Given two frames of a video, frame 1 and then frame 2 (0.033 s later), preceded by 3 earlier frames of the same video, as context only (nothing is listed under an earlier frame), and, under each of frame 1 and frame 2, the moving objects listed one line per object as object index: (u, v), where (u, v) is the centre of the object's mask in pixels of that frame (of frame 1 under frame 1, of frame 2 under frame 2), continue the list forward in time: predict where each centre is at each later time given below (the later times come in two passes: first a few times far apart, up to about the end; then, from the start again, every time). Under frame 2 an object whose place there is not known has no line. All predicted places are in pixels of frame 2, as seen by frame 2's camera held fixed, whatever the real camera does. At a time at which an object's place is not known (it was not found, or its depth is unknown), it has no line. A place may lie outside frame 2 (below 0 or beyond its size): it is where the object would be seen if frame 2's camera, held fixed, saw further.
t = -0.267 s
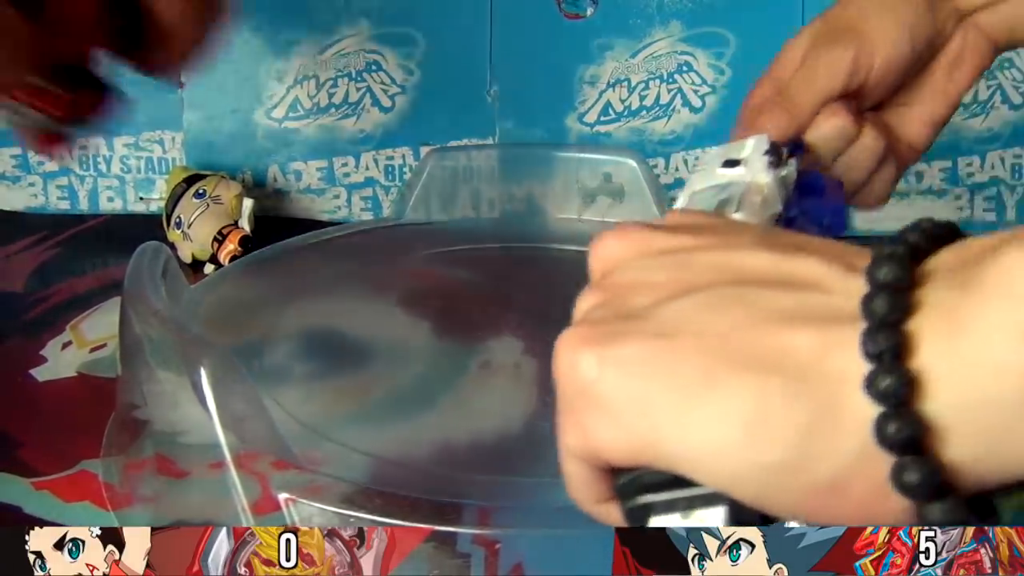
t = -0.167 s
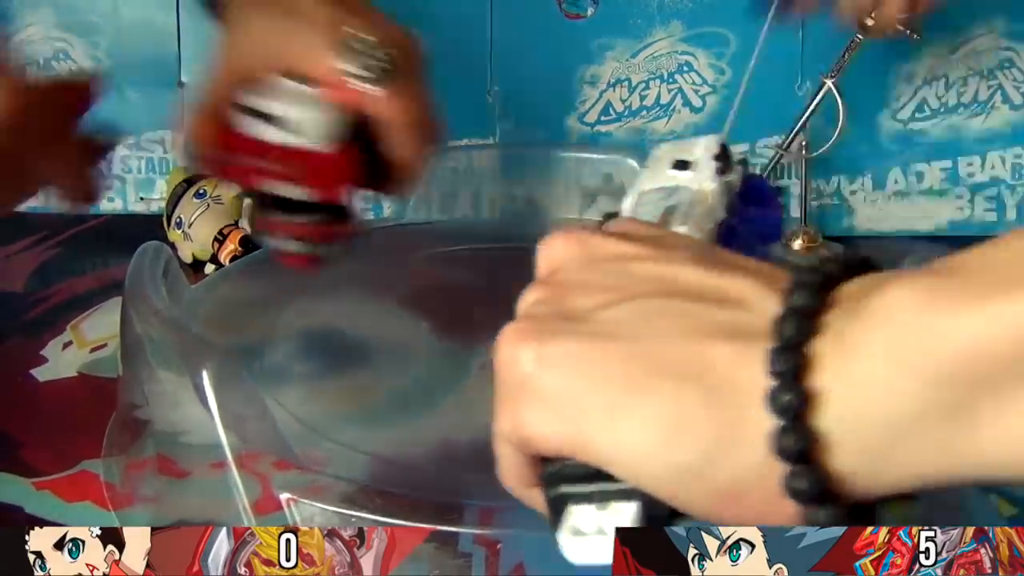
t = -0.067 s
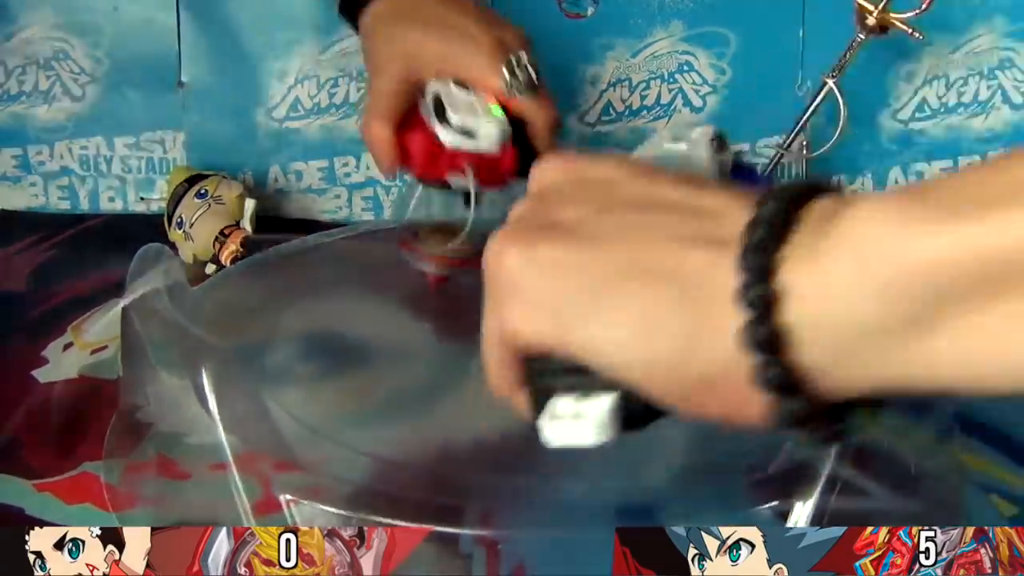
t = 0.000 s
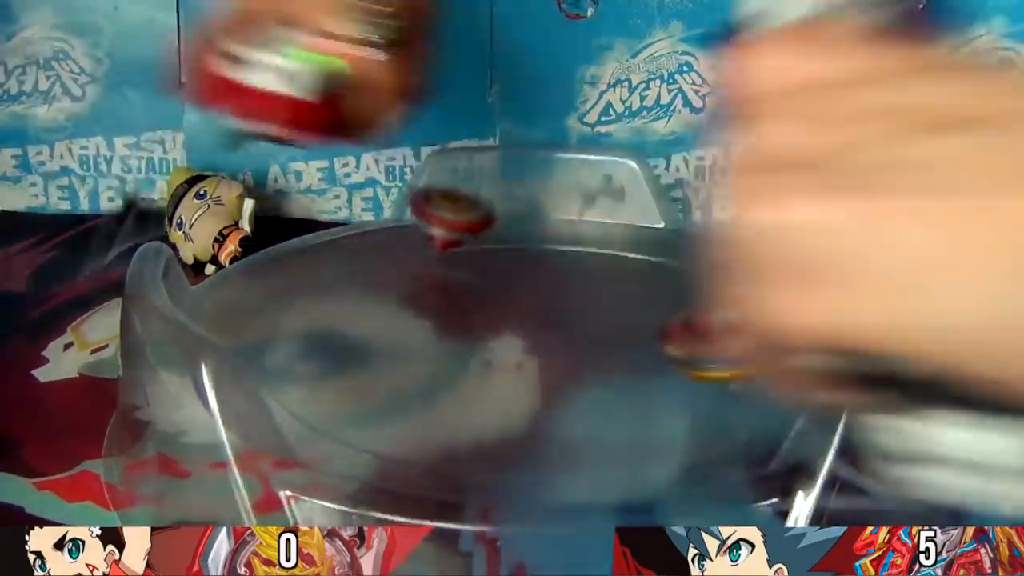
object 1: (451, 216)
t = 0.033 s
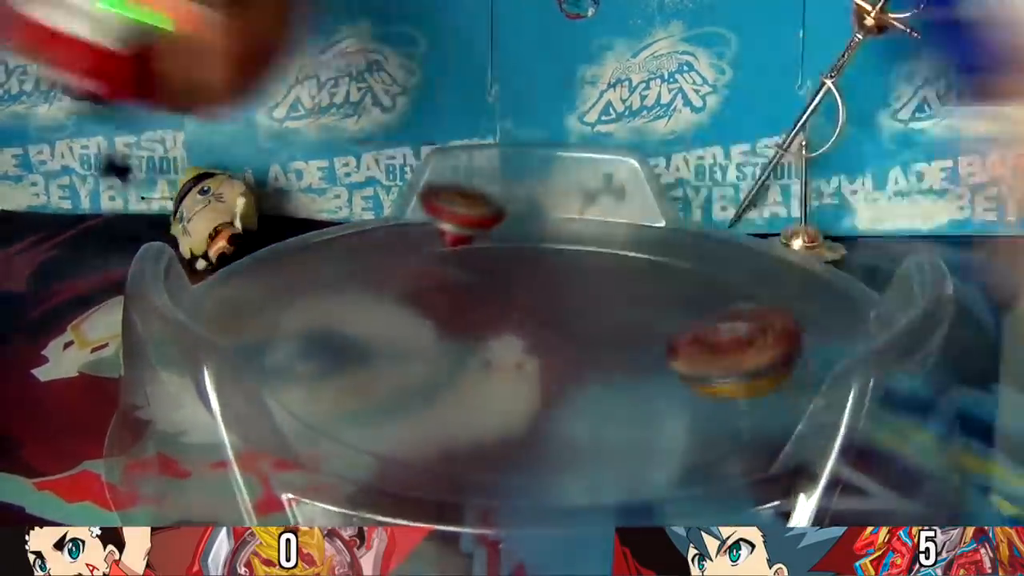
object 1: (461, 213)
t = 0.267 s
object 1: (494, 239)
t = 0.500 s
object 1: (511, 287)
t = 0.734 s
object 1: (550, 266)
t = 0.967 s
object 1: (562, 288)
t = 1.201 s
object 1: (565, 316)
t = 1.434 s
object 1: (637, 272)
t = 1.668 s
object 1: (589, 295)
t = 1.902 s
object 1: (543, 315)
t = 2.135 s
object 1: (597, 285)
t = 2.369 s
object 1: (557, 289)
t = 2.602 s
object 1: (591, 267)
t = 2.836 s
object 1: (695, 204)
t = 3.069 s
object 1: (676, 225)
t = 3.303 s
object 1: (784, 265)
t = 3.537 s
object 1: (774, 267)
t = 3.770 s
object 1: (623, 309)
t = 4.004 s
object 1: (624, 307)
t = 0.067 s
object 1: (469, 214)
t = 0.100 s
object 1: (477, 215)
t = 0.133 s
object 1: (482, 218)
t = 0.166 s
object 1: (487, 222)
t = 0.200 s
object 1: (490, 228)
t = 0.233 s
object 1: (493, 233)
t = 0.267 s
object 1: (494, 239)
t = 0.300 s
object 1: (495, 246)
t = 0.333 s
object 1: (498, 255)
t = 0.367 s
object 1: (500, 262)
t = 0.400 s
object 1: (502, 270)
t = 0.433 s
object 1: (505, 276)
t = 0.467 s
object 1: (508, 282)
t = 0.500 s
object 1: (511, 287)
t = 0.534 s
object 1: (515, 290)
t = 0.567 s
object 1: (519, 288)
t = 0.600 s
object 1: (530, 279)
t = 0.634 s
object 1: (537, 272)
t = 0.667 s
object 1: (544, 268)
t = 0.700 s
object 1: (548, 266)
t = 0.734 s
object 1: (550, 266)
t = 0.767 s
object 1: (553, 268)
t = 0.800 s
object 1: (555, 271)
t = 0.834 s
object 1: (557, 273)
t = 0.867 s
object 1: (559, 277)
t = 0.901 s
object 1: (561, 280)
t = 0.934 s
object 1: (561, 284)
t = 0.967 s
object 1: (562, 288)
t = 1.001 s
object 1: (562, 292)
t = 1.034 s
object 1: (562, 296)
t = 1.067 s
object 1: (563, 299)
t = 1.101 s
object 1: (563, 304)
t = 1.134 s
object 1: (564, 307)
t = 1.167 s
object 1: (564, 311)
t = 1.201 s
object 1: (565, 316)
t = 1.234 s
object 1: (569, 318)
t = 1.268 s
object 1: (582, 315)
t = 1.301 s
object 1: (601, 301)
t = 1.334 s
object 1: (618, 290)
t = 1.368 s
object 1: (629, 280)
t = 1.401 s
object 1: (636, 274)
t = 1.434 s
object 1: (637, 272)
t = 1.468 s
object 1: (635, 273)
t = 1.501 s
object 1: (630, 276)
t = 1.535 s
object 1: (623, 279)
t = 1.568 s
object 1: (616, 283)
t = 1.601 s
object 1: (607, 287)
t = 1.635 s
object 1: (598, 291)
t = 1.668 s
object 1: (589, 295)
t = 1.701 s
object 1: (582, 299)
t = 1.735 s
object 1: (573, 302)
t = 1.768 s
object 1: (566, 306)
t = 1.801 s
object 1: (559, 310)
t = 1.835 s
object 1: (552, 311)
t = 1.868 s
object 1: (546, 314)
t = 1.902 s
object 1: (543, 315)
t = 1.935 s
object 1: (566, 306)
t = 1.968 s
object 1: (585, 298)
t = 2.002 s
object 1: (599, 293)
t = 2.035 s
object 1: (606, 286)
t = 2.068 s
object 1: (606, 285)
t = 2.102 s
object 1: (603, 284)
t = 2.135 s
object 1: (597, 285)
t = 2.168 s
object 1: (592, 286)
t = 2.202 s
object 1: (586, 286)
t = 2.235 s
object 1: (579, 287)
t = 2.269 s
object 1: (573, 288)
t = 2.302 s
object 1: (567, 288)
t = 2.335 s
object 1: (562, 288)
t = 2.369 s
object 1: (557, 289)
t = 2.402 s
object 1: (551, 289)
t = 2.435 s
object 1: (547, 290)
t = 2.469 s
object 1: (543, 291)
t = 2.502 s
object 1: (539, 291)
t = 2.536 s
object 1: (536, 291)
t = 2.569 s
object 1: (551, 286)
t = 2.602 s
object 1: (591, 267)
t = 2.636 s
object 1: (627, 250)
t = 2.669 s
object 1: (652, 234)
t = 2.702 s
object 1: (666, 223)
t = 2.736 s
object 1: (676, 220)
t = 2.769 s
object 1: (683, 213)
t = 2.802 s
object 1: (689, 208)
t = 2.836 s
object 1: (695, 204)
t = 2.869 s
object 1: (696, 202)
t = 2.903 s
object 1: (692, 206)
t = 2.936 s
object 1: (688, 208)
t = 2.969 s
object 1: (686, 211)
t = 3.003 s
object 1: (683, 215)
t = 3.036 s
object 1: (681, 220)
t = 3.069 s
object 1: (676, 225)
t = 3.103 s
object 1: (672, 229)
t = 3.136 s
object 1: (666, 238)
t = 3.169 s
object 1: (658, 244)
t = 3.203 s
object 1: (652, 251)
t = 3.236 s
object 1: (665, 260)
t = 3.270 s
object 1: (728, 263)
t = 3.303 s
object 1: (784, 265)
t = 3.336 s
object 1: (833, 272)
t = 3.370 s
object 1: (841, 251)
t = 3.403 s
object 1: (835, 242)
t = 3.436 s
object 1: (824, 253)
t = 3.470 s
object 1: (808, 266)
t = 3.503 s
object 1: (790, 266)
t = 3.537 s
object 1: (774, 267)
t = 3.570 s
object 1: (750, 274)
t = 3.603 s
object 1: (731, 279)
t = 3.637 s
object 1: (709, 285)
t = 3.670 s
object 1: (688, 292)
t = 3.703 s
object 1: (668, 298)
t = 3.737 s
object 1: (644, 303)
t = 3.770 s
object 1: (623, 309)
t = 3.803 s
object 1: (602, 312)
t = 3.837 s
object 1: (580, 313)
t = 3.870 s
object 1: (561, 314)
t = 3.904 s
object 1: (563, 314)
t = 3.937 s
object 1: (587, 313)
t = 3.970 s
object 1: (609, 308)
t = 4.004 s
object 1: (624, 307)
